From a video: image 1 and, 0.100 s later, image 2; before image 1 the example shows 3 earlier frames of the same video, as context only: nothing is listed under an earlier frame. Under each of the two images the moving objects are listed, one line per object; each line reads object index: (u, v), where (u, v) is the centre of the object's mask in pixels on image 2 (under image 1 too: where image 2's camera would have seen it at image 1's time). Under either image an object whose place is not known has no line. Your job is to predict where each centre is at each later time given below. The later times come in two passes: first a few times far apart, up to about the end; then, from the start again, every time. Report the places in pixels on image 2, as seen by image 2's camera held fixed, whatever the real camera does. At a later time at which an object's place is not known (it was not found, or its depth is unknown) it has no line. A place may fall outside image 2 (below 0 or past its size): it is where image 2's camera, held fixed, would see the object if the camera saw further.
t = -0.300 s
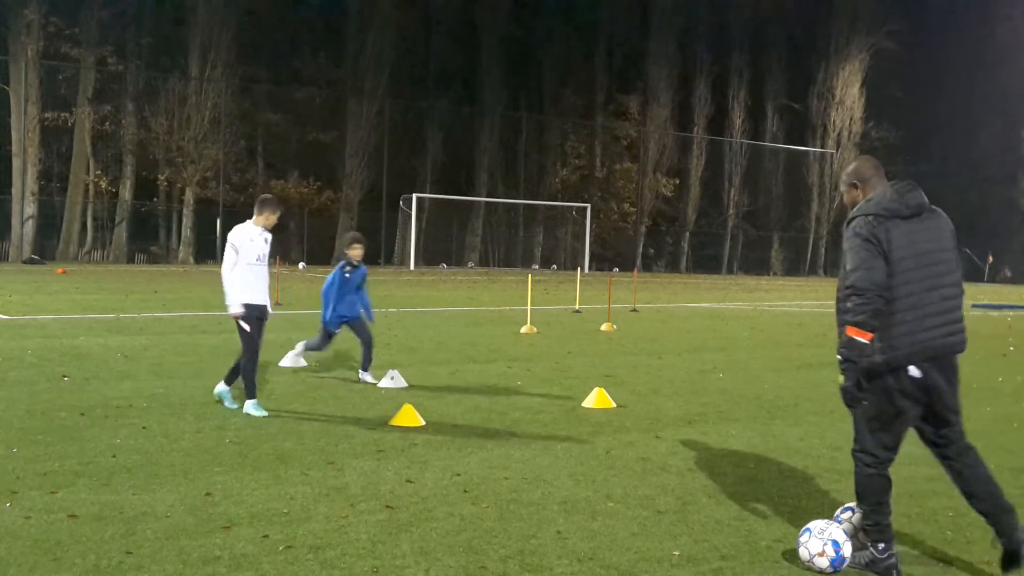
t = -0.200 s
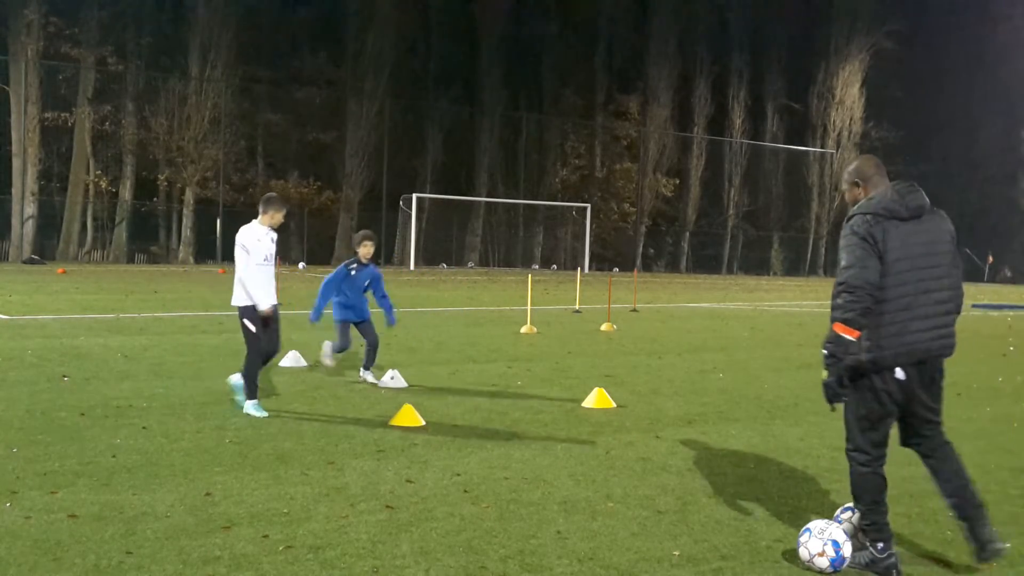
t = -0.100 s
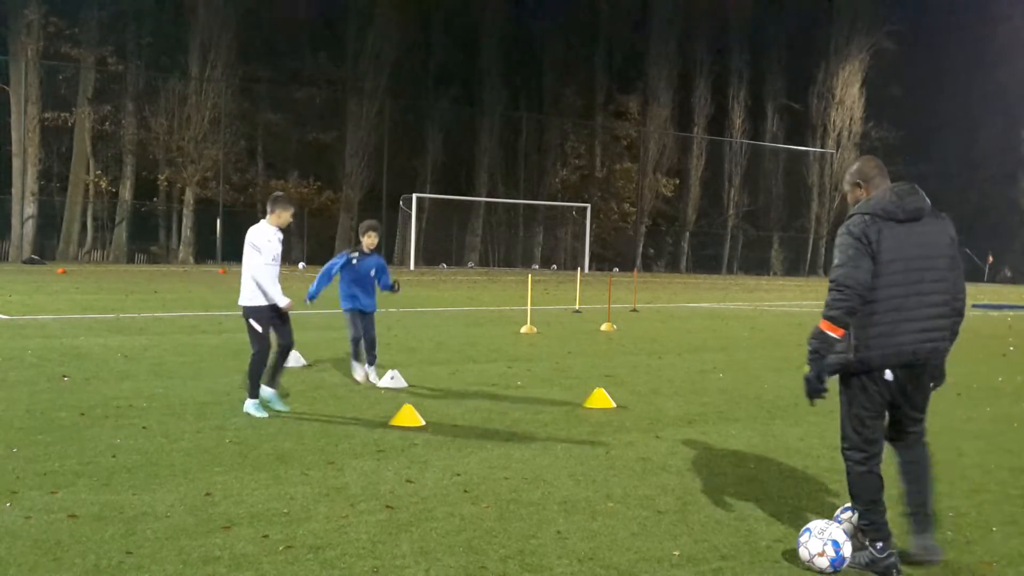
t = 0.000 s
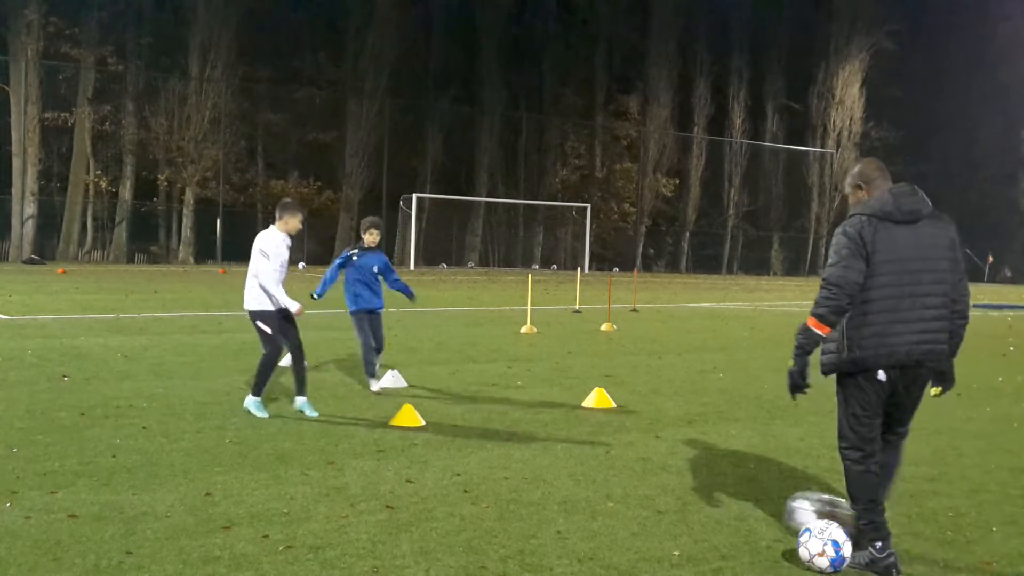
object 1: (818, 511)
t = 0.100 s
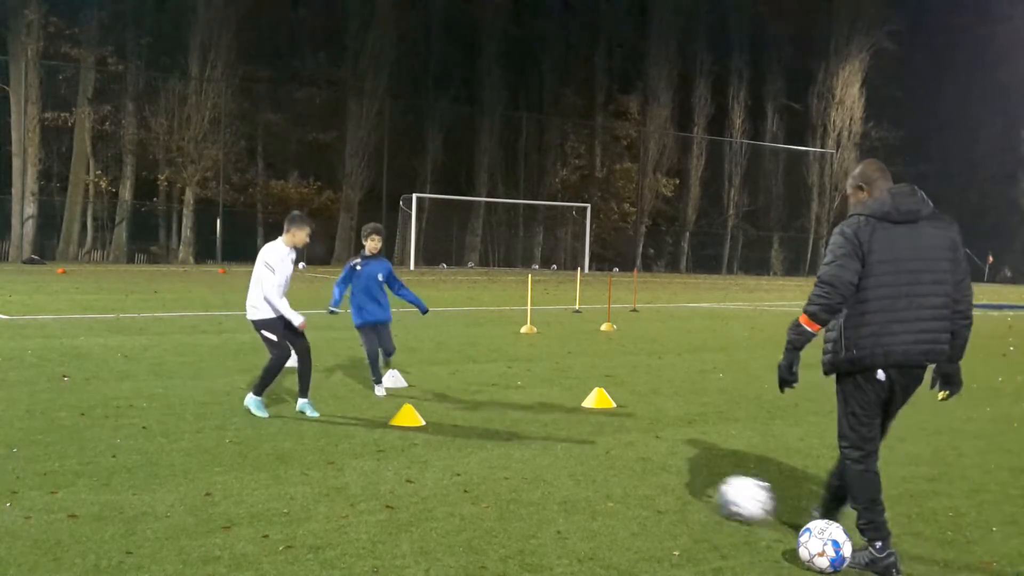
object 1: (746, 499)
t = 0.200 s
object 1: (686, 485)
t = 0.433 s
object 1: (588, 463)
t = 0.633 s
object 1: (526, 448)
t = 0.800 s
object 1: (480, 439)
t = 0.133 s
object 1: (725, 495)
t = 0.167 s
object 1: (705, 490)
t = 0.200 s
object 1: (686, 485)
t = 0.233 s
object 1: (669, 482)
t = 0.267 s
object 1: (654, 478)
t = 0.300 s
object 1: (638, 474)
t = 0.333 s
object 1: (624, 471)
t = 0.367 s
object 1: (612, 467)
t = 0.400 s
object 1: (599, 466)
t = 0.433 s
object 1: (588, 463)
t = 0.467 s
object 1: (577, 459)
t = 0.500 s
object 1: (566, 457)
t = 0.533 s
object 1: (555, 455)
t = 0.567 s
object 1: (545, 452)
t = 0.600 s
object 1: (535, 451)
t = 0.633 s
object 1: (526, 448)
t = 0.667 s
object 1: (517, 446)
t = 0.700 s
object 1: (507, 445)
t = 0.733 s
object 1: (498, 442)
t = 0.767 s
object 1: (490, 439)
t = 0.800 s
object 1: (480, 439)
